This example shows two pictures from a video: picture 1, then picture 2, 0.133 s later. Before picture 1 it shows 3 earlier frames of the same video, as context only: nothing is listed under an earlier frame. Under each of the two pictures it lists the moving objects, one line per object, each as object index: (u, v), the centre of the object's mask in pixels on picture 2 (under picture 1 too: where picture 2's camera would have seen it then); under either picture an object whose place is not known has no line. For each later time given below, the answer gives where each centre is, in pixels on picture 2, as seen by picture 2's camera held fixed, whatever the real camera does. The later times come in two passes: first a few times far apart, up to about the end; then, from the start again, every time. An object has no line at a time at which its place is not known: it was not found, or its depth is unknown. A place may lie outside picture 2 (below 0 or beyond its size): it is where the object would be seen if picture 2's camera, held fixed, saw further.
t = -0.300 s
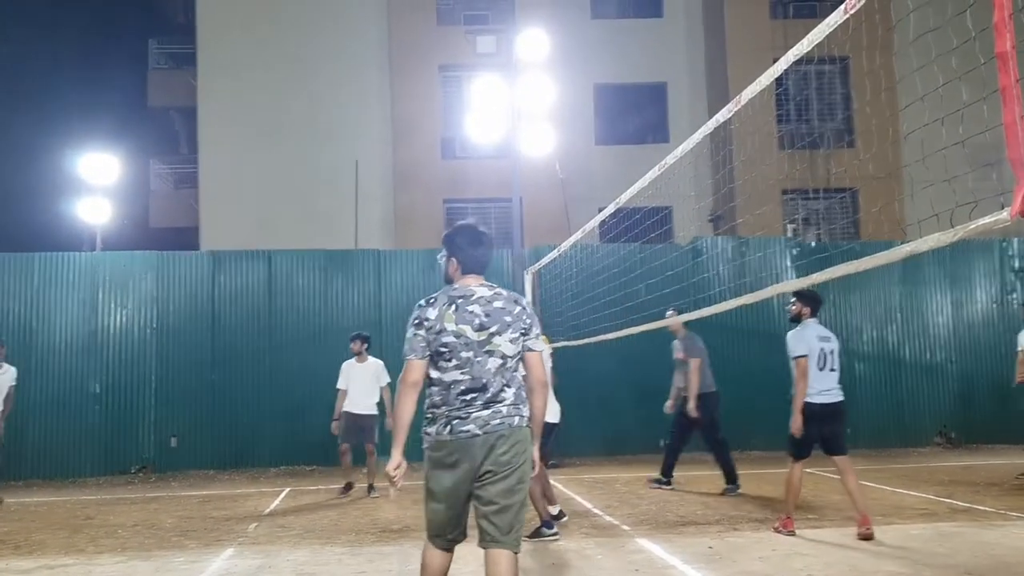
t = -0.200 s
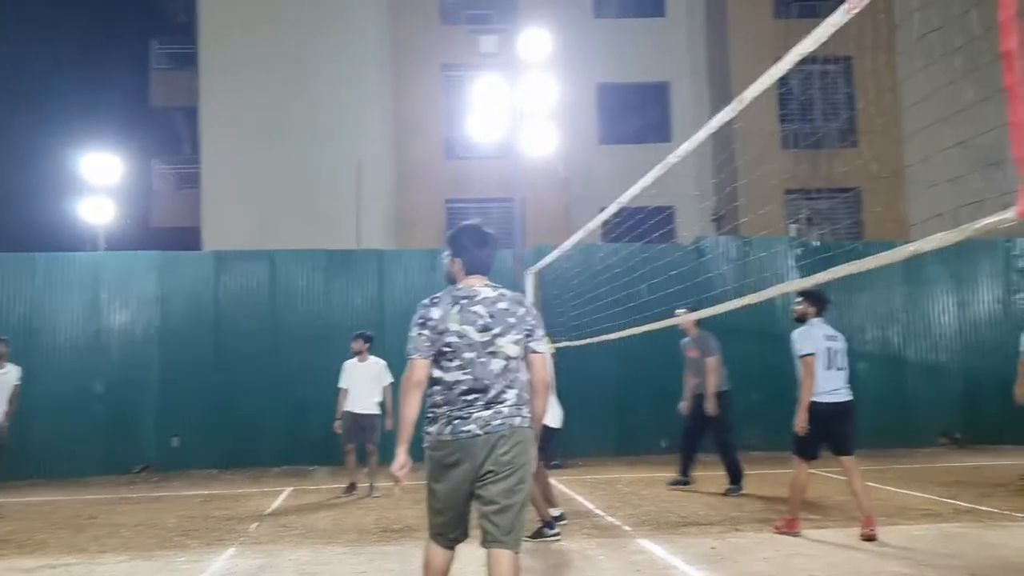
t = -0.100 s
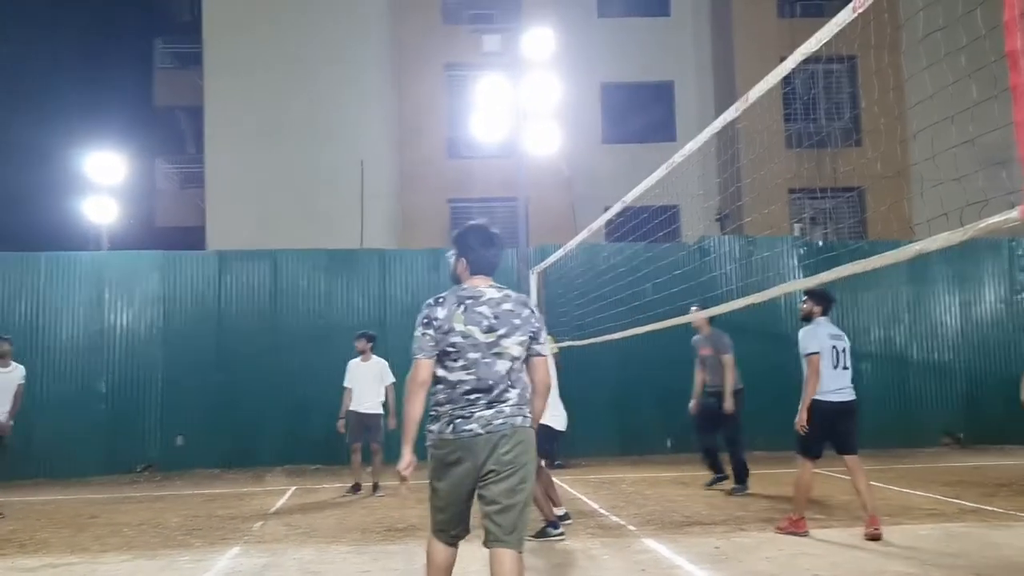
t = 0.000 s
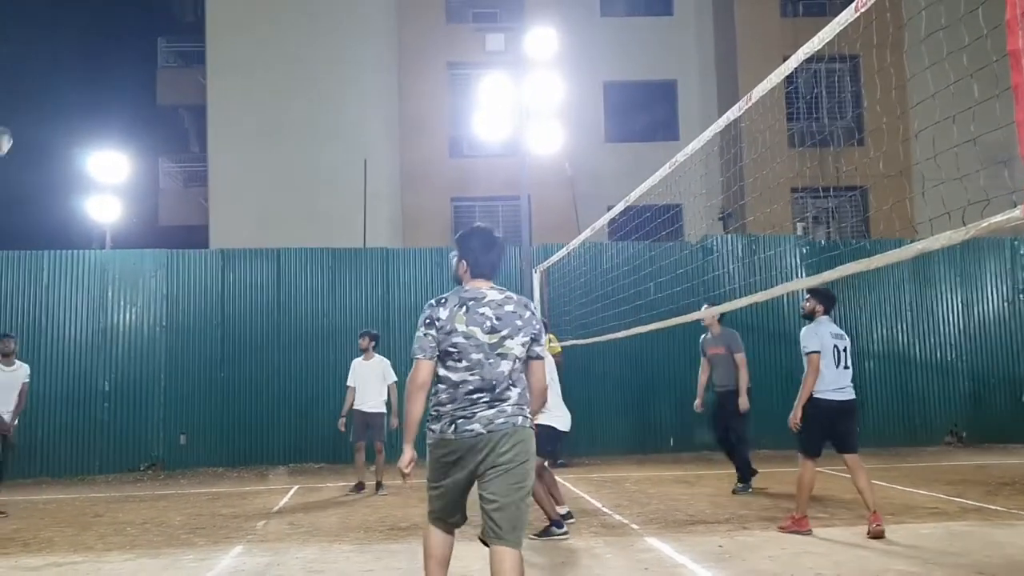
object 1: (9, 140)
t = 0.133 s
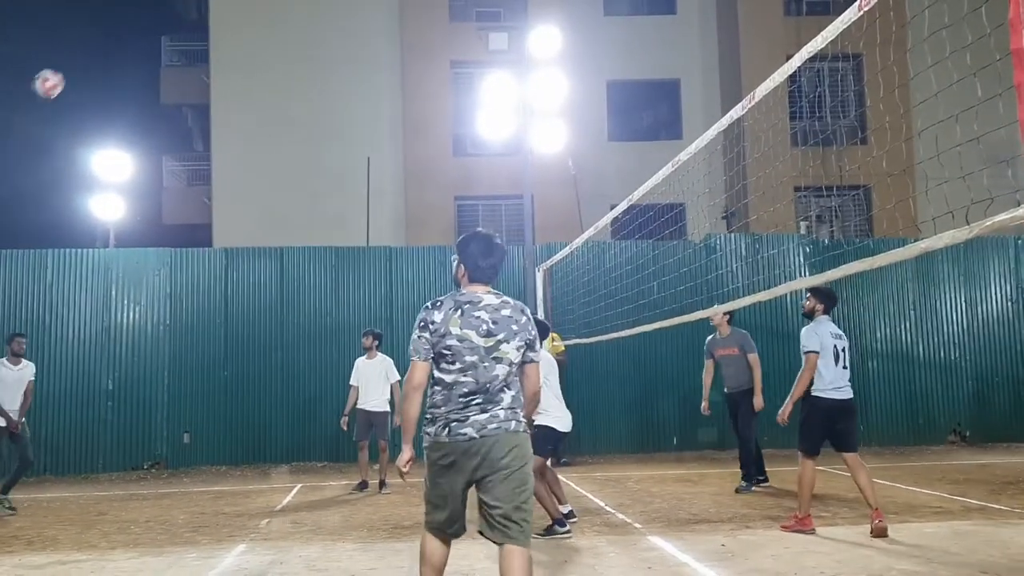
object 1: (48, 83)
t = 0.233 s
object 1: (84, 54)
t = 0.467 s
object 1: (164, 31)
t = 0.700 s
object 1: (240, 69)
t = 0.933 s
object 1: (312, 164)
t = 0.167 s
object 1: (60, 73)
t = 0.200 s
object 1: (72, 63)
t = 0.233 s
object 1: (84, 54)
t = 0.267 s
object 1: (95, 47)
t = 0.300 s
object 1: (107, 41)
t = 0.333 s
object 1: (119, 36)
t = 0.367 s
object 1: (129, 33)
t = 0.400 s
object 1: (142, 30)
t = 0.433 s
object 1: (153, 30)
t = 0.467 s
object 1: (164, 31)
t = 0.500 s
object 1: (175, 33)
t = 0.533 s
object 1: (186, 36)
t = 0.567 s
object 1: (196, 40)
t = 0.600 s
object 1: (207, 45)
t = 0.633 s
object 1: (218, 51)
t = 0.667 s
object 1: (229, 60)
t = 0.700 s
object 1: (240, 69)
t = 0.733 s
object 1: (250, 78)
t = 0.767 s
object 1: (261, 89)
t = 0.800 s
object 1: (272, 102)
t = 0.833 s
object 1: (281, 116)
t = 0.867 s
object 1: (292, 131)
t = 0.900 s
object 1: (303, 148)
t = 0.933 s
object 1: (312, 164)
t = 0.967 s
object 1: (324, 183)
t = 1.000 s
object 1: (335, 203)
